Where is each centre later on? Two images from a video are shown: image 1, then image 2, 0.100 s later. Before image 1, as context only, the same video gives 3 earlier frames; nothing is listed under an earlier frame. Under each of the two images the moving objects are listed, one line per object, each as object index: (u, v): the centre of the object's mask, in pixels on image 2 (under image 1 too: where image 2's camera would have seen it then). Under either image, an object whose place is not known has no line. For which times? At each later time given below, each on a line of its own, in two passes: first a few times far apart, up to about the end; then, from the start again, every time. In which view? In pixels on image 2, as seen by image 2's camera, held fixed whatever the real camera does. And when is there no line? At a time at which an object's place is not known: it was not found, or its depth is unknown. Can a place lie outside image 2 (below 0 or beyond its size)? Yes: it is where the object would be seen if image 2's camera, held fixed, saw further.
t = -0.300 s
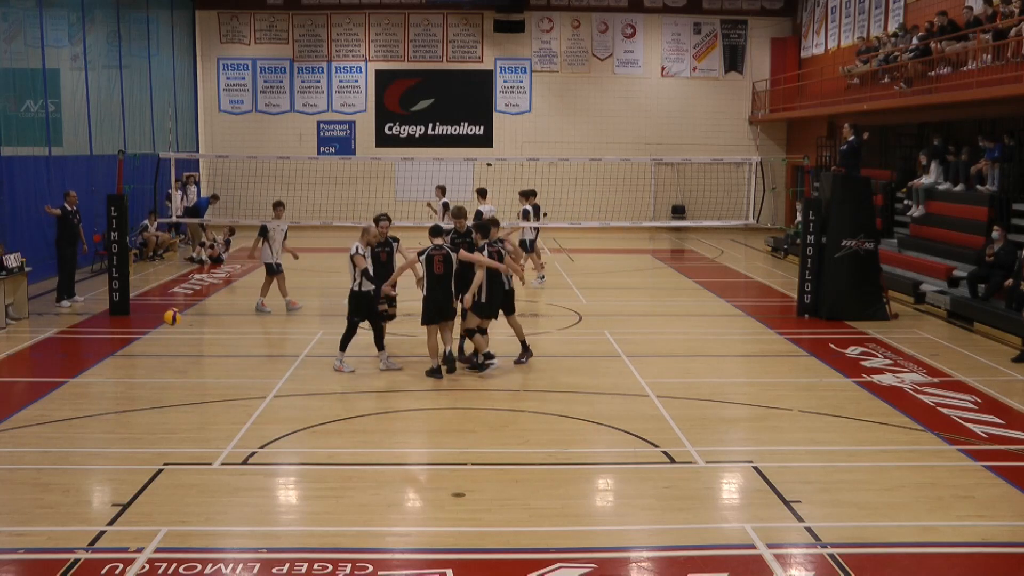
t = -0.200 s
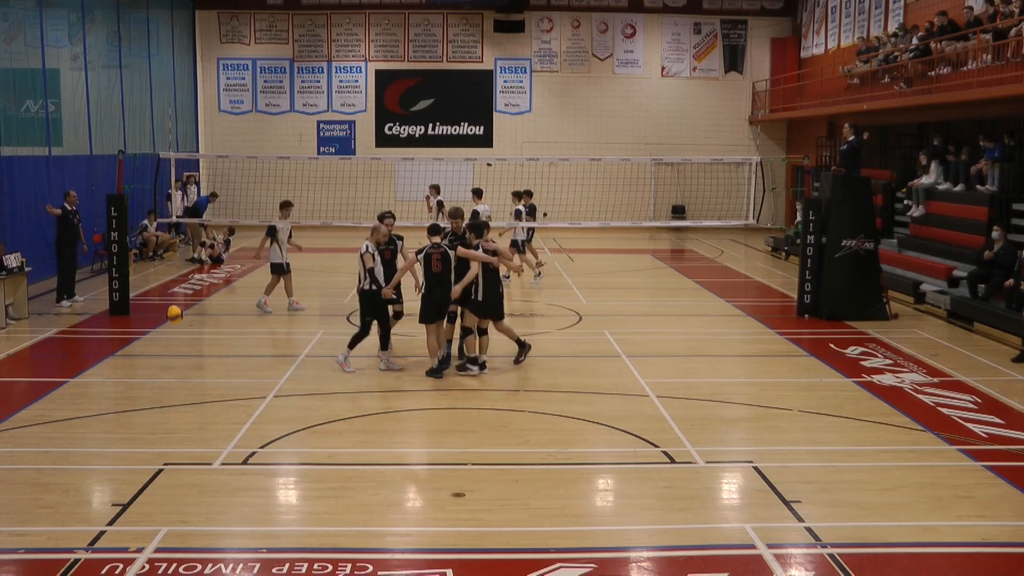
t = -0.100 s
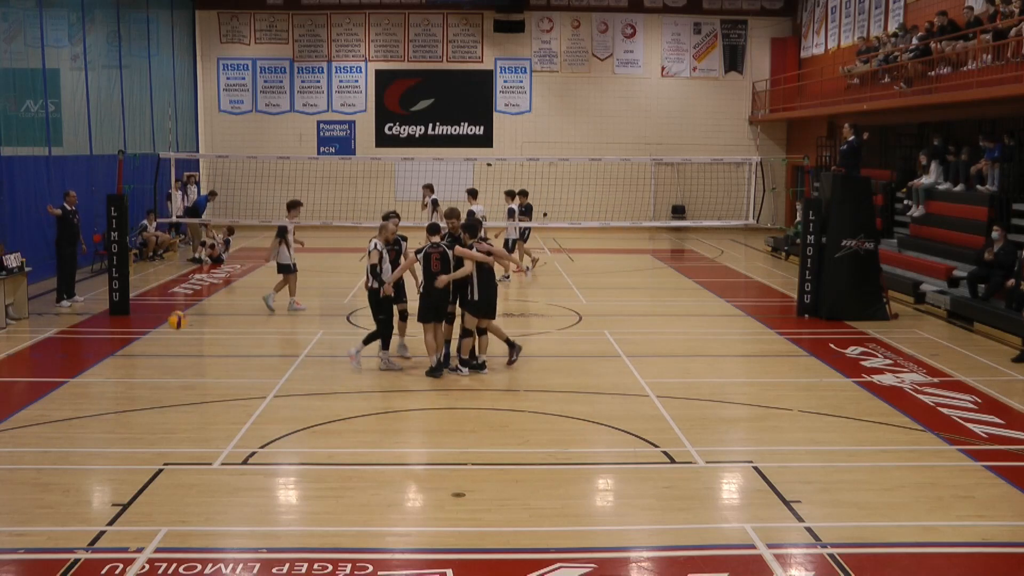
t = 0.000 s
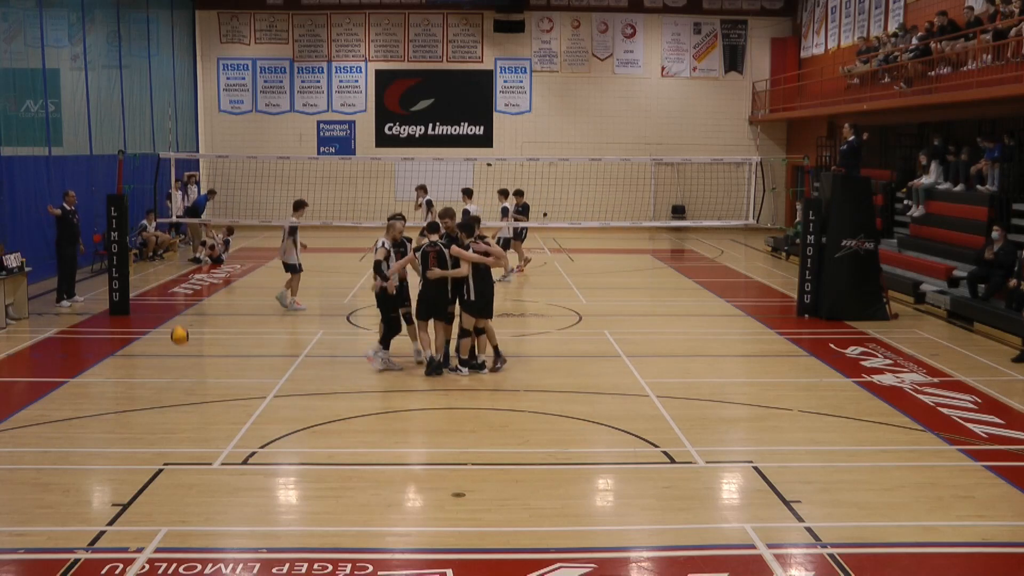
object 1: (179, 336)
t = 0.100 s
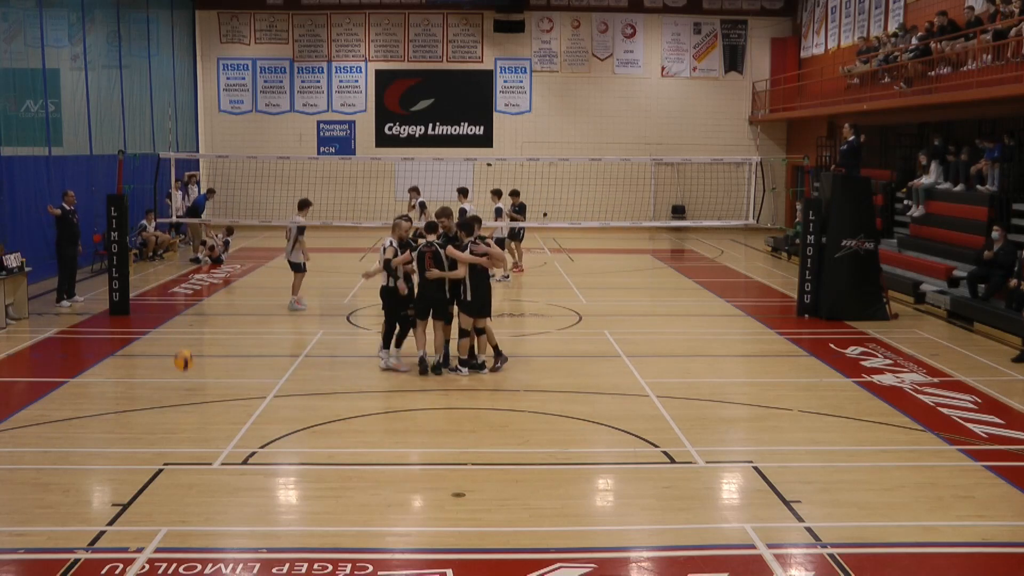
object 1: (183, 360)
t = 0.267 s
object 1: (188, 374)
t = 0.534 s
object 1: (197, 371)
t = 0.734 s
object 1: (206, 420)
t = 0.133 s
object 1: (184, 371)
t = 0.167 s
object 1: (186, 383)
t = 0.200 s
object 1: (186, 384)
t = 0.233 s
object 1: (188, 379)
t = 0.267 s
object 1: (188, 374)
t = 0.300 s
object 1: (189, 370)
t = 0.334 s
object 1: (190, 367)
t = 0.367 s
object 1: (191, 365)
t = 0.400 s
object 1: (192, 364)
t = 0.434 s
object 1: (194, 365)
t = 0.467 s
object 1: (194, 365)
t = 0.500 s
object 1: (195, 368)
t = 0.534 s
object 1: (197, 371)
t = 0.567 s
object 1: (198, 377)
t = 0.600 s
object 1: (200, 383)
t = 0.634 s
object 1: (201, 390)
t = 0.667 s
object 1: (203, 399)
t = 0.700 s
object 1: (205, 409)
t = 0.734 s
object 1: (206, 420)
